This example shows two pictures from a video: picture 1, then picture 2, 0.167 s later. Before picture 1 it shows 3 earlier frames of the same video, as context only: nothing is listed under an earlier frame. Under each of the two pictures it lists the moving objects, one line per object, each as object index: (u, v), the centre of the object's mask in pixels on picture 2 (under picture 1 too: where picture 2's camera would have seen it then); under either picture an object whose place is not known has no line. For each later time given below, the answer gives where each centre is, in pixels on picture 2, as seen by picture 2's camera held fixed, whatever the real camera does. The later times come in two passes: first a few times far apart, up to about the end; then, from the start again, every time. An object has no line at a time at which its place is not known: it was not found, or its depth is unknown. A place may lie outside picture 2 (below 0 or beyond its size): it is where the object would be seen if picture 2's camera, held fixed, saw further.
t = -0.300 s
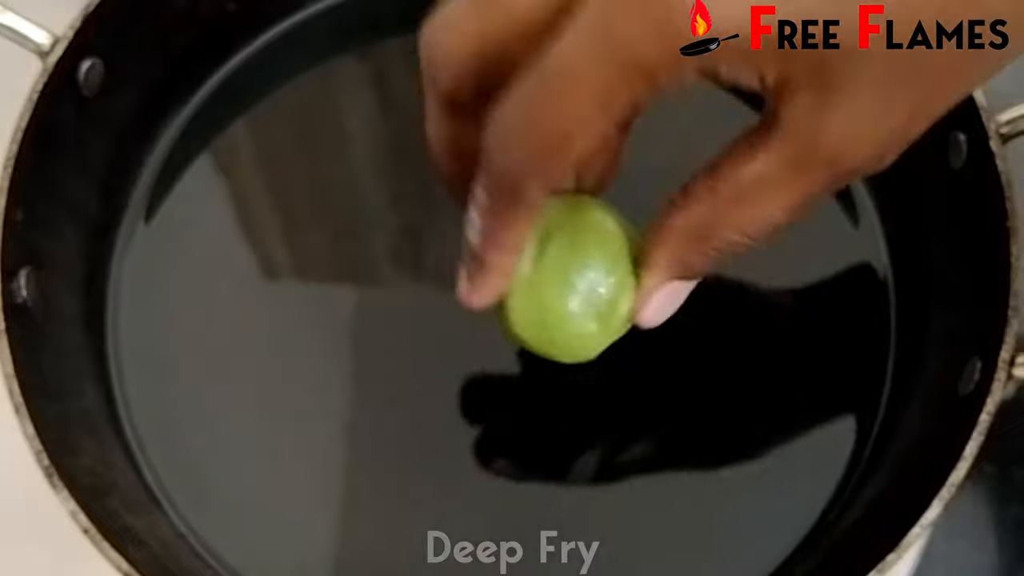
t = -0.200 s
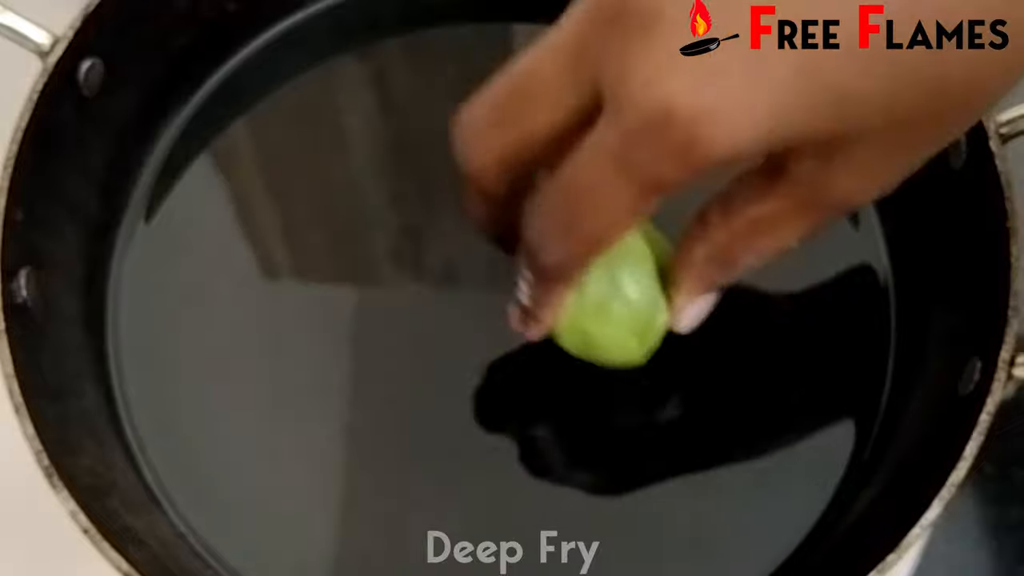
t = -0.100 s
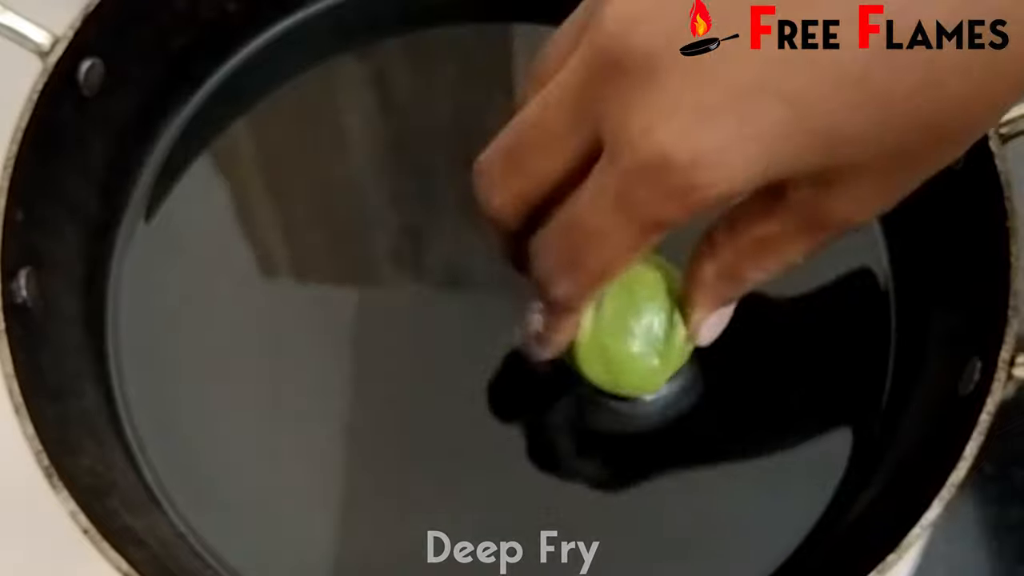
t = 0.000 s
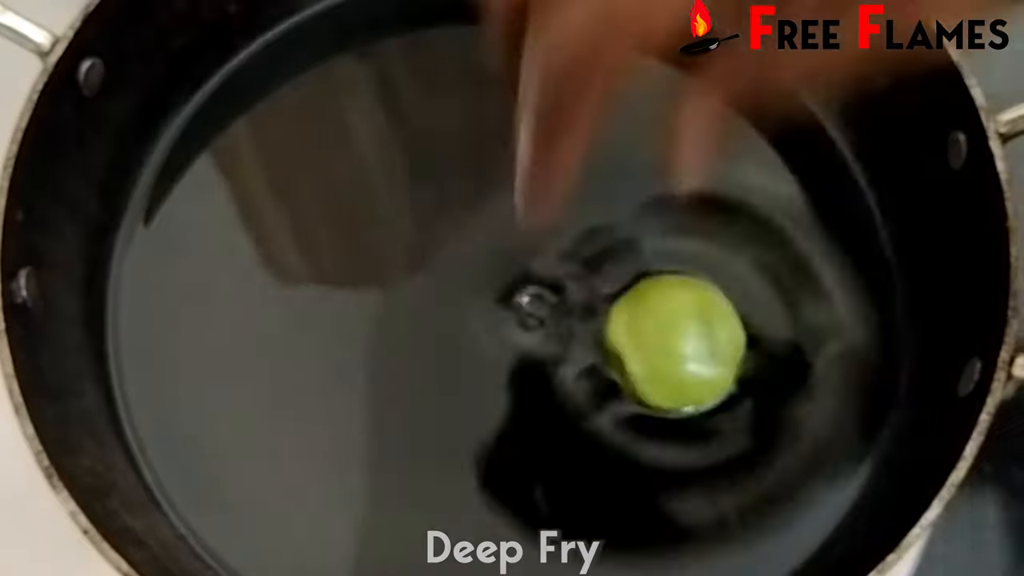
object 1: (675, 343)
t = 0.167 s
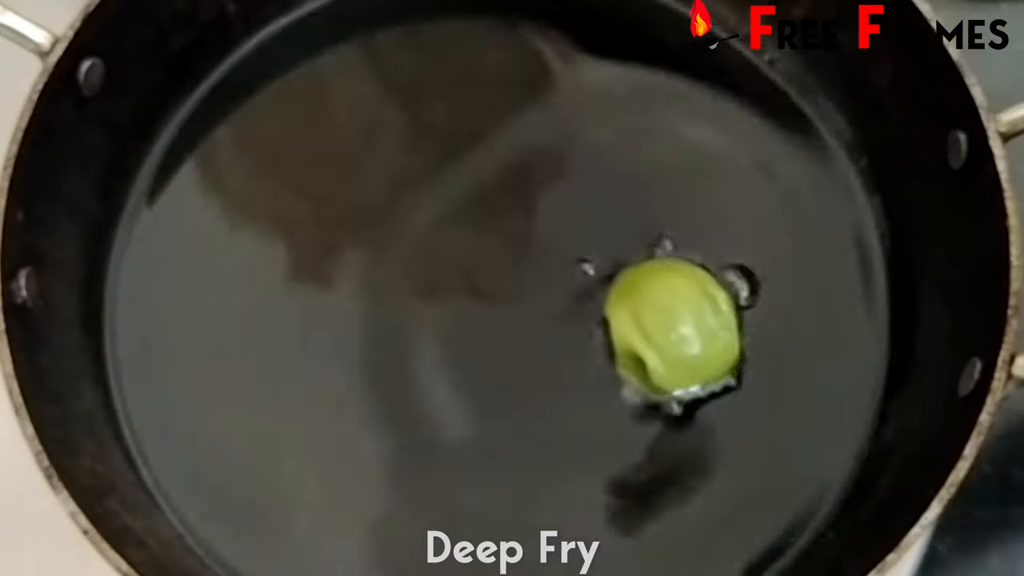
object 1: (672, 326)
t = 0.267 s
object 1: (665, 324)
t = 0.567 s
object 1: (662, 321)
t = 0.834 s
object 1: (662, 320)
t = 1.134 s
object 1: (662, 321)
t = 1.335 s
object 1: (662, 321)
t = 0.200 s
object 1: (667, 324)
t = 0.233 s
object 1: (666, 323)
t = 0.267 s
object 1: (665, 324)
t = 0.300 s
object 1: (665, 323)
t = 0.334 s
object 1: (666, 319)
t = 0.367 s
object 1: (666, 320)
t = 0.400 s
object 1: (664, 322)
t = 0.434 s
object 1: (664, 321)
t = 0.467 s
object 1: (663, 321)
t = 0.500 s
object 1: (663, 320)
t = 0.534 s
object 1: (663, 321)
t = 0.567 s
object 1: (662, 321)
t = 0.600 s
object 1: (662, 320)
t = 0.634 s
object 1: (662, 322)
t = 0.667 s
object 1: (662, 321)
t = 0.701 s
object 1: (662, 320)
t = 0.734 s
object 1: (663, 321)
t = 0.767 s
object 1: (663, 319)
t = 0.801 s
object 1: (663, 320)
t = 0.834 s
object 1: (662, 320)
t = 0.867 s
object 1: (661, 322)
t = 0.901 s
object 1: (663, 320)
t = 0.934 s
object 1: (663, 320)
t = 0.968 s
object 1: (662, 320)
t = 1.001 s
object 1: (661, 321)
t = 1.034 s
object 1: (661, 322)
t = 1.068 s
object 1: (662, 320)
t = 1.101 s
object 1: (661, 321)
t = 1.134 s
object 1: (662, 321)
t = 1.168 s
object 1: (662, 321)
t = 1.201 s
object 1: (662, 320)
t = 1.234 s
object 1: (662, 321)
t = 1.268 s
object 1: (662, 320)
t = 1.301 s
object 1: (661, 320)
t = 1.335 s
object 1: (662, 321)
